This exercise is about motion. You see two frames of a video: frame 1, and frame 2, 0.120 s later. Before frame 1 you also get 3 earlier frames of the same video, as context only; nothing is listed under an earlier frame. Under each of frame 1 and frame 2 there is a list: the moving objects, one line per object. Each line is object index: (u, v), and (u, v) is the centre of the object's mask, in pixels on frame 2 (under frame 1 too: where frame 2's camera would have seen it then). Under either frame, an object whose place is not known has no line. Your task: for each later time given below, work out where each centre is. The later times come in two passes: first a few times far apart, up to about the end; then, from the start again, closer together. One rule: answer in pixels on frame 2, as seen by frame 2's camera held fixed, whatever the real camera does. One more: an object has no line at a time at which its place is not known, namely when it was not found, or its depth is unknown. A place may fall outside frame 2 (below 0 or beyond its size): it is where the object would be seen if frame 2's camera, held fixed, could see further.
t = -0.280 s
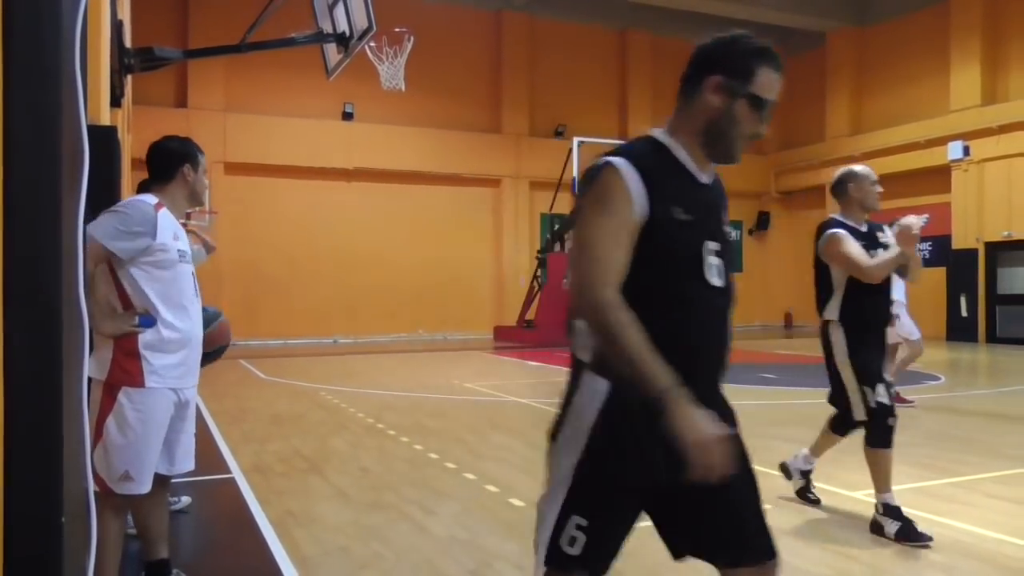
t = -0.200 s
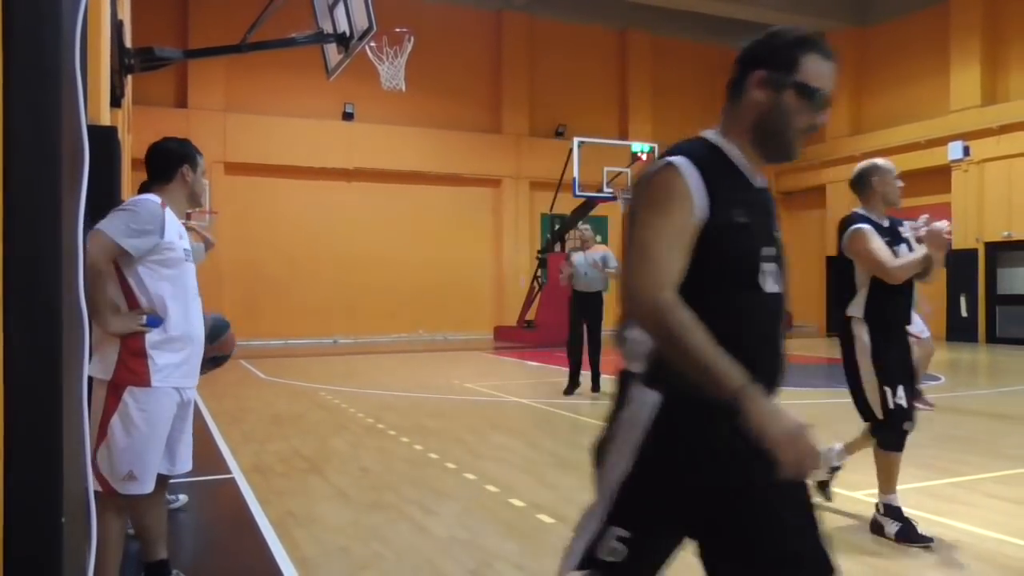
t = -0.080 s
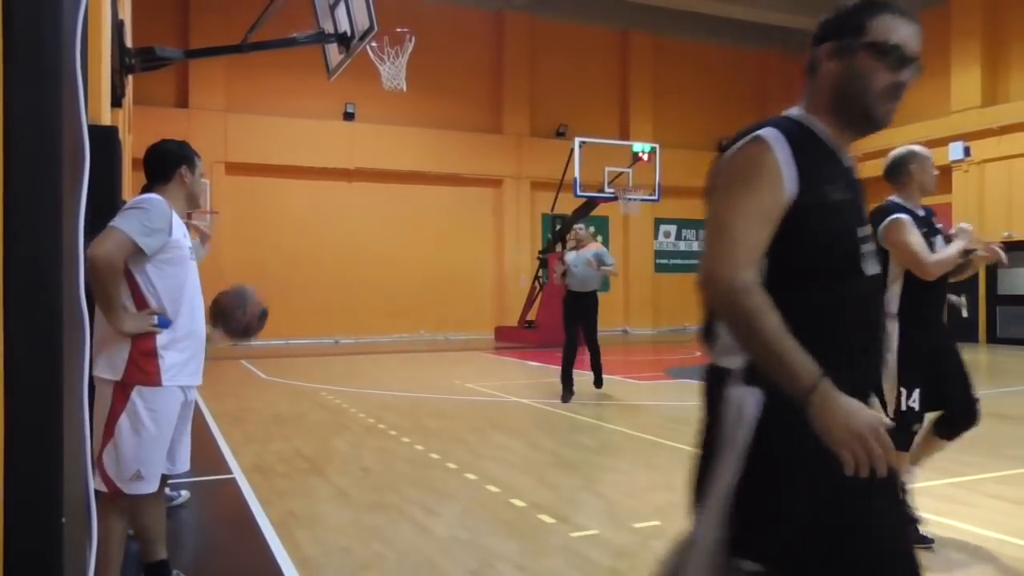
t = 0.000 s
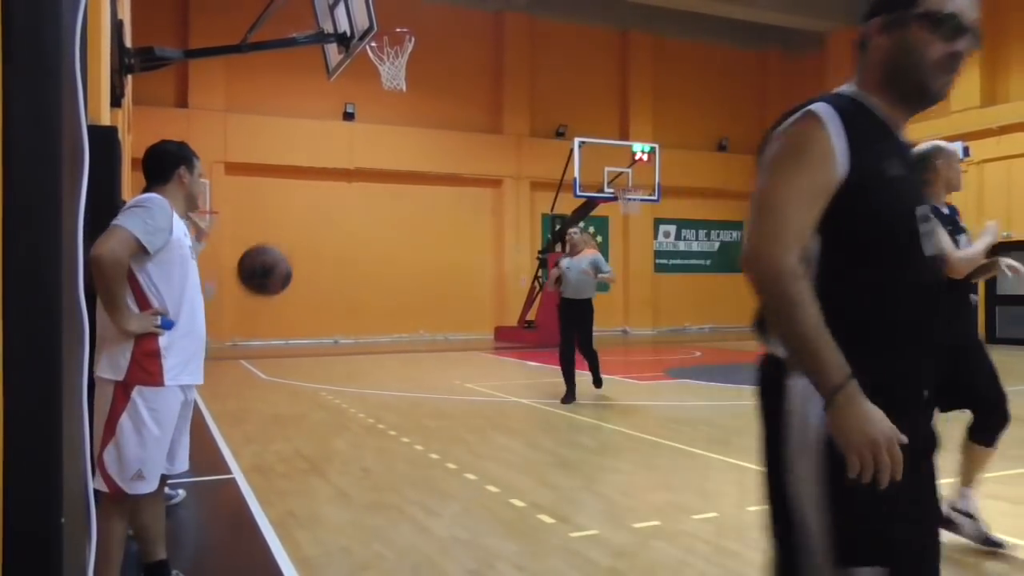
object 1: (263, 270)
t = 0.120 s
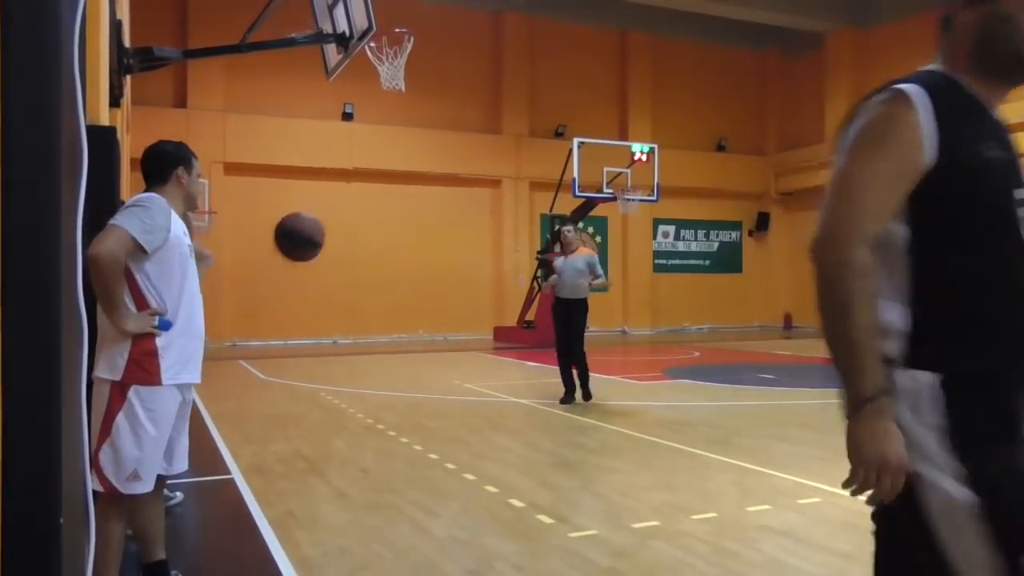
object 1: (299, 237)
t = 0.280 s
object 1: (339, 240)
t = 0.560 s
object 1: (395, 345)
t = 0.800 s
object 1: (433, 408)
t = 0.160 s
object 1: (310, 233)
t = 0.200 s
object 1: (320, 233)
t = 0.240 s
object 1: (330, 235)
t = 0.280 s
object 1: (339, 240)
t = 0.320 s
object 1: (348, 249)
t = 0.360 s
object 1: (357, 259)
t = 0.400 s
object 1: (365, 272)
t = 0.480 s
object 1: (381, 303)
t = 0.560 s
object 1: (395, 345)
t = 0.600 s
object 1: (402, 368)
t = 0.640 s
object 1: (408, 392)
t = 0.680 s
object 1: (415, 420)
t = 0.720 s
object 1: (420, 449)
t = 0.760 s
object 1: (427, 431)
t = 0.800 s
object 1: (433, 408)
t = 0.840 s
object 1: (438, 388)
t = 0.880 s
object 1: (444, 371)
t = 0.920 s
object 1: (449, 356)
